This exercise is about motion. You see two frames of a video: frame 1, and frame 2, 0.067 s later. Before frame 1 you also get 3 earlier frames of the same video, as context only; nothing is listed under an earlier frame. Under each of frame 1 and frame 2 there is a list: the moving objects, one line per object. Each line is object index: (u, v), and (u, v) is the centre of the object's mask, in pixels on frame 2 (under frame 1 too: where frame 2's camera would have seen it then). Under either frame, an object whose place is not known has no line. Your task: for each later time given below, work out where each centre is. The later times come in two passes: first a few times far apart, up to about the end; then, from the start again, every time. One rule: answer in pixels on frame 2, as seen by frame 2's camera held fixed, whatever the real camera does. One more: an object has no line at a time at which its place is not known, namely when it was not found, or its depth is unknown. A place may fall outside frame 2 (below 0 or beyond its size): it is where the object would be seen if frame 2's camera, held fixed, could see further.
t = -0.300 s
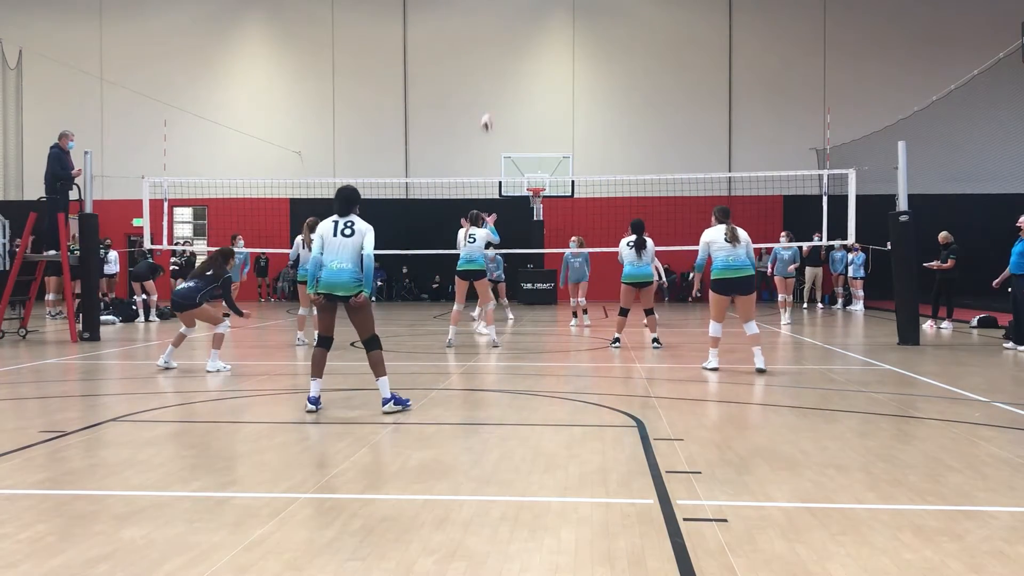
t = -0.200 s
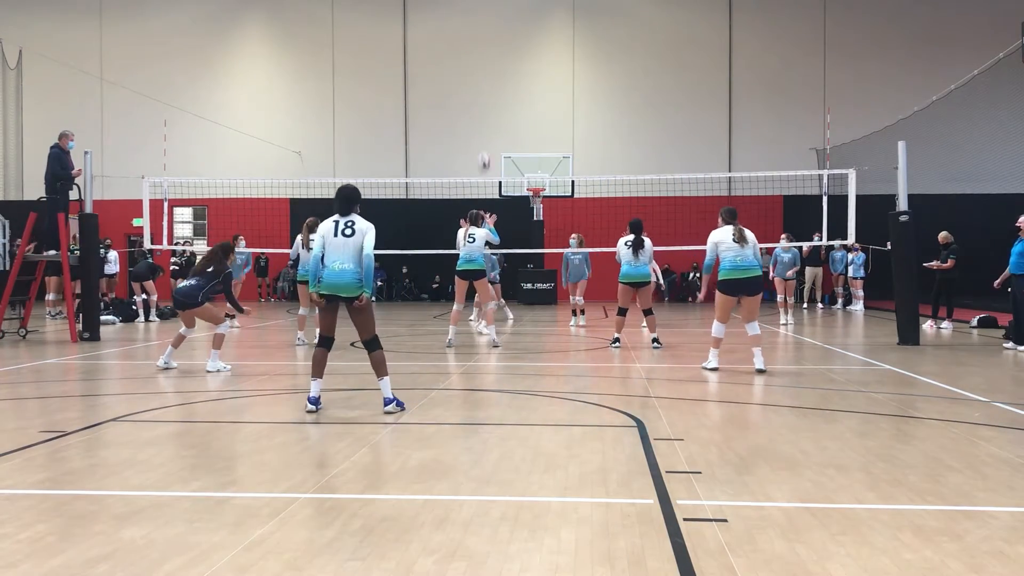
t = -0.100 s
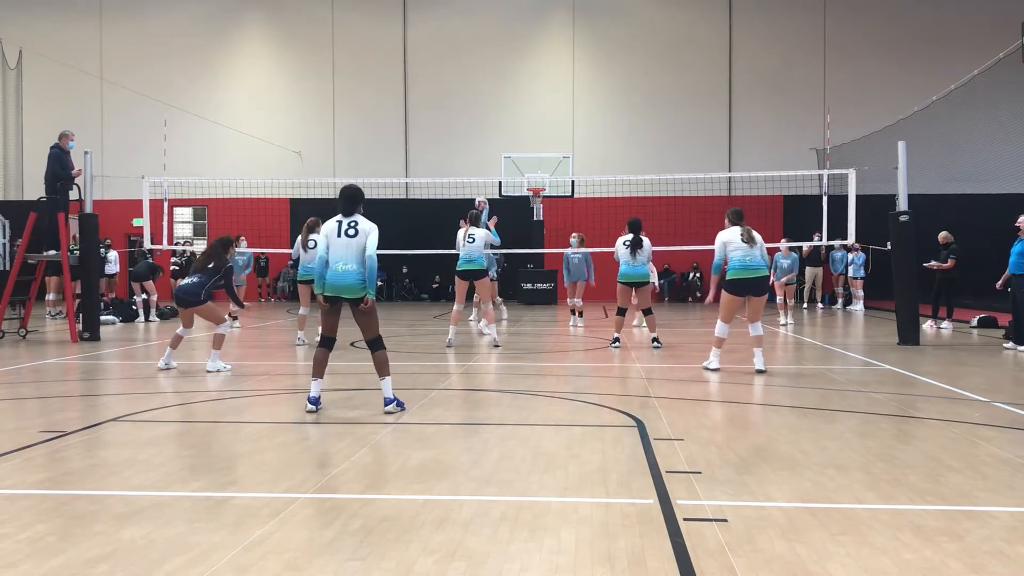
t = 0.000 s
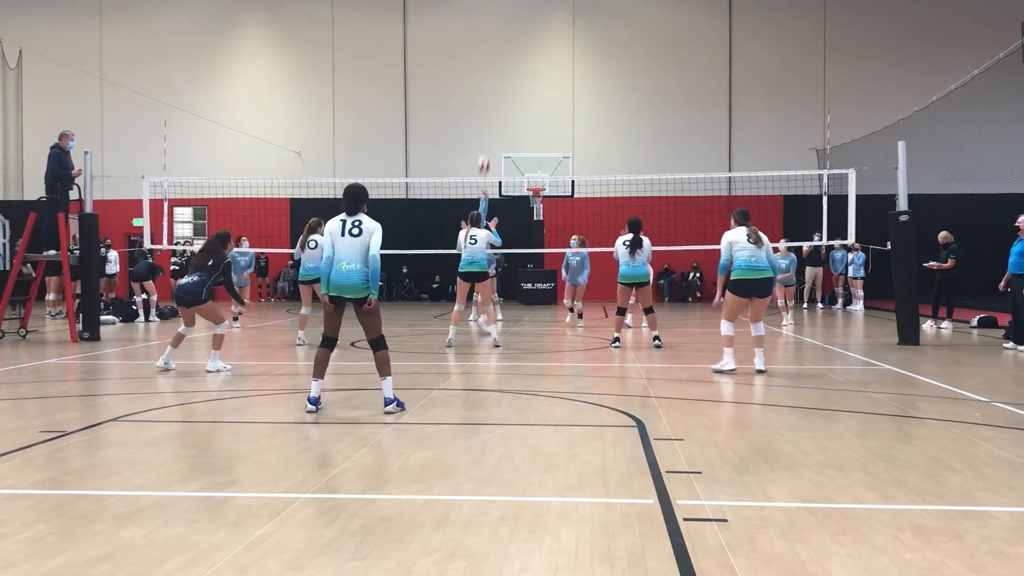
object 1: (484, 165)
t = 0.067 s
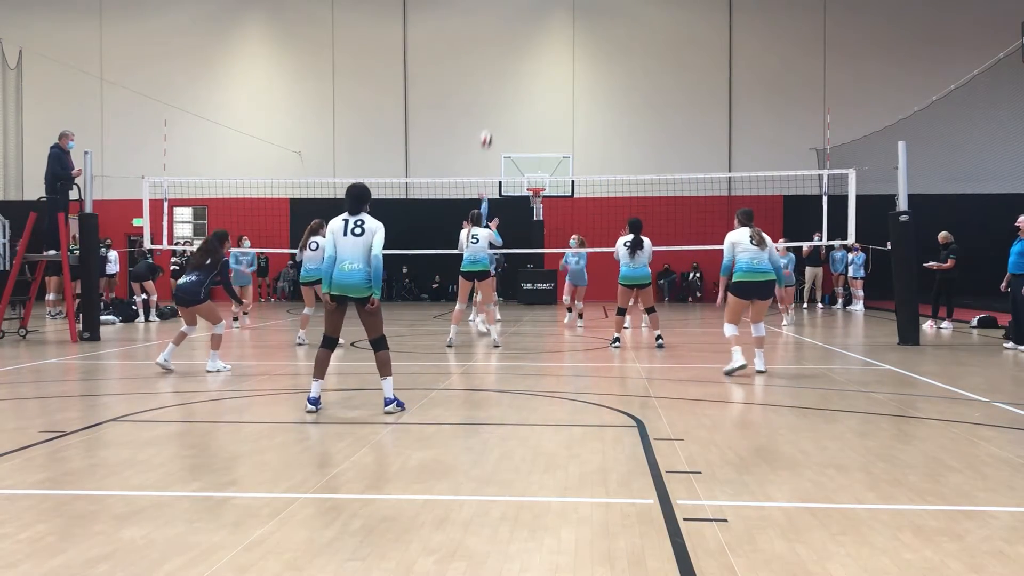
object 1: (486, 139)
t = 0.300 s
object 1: (494, 76)
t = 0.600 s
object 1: (505, 48)
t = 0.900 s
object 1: (515, 75)
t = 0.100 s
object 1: (487, 128)
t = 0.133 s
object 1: (488, 117)
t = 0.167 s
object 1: (490, 107)
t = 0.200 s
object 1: (491, 97)
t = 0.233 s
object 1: (492, 89)
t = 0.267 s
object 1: (493, 83)
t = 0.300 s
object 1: (494, 76)
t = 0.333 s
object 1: (496, 70)
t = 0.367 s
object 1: (497, 65)
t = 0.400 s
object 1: (498, 60)
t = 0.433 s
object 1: (499, 56)
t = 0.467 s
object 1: (501, 53)
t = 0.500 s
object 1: (502, 51)
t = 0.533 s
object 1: (503, 49)
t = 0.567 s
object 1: (504, 48)
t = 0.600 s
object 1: (505, 48)
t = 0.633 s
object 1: (506, 48)
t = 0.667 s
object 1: (507, 49)
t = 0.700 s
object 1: (508, 51)
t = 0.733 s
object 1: (509, 53)
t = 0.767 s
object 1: (511, 56)
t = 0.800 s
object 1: (512, 59)
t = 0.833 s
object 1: (513, 63)
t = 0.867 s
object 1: (514, 68)
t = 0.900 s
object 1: (515, 75)
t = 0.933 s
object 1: (516, 81)
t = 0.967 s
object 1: (518, 88)
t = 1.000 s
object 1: (519, 95)
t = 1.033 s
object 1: (520, 103)
